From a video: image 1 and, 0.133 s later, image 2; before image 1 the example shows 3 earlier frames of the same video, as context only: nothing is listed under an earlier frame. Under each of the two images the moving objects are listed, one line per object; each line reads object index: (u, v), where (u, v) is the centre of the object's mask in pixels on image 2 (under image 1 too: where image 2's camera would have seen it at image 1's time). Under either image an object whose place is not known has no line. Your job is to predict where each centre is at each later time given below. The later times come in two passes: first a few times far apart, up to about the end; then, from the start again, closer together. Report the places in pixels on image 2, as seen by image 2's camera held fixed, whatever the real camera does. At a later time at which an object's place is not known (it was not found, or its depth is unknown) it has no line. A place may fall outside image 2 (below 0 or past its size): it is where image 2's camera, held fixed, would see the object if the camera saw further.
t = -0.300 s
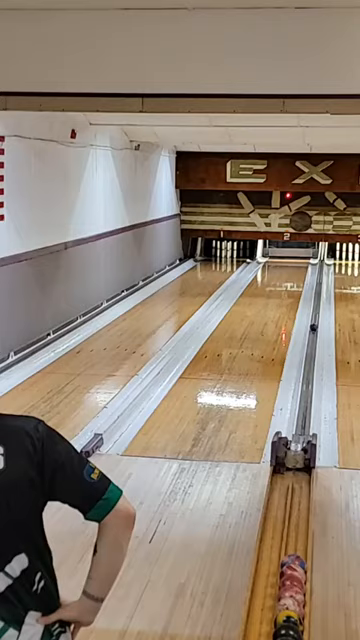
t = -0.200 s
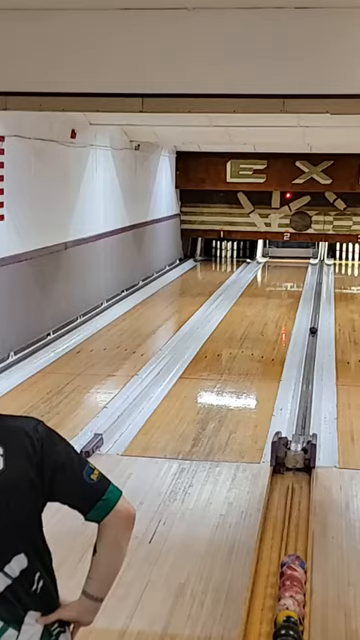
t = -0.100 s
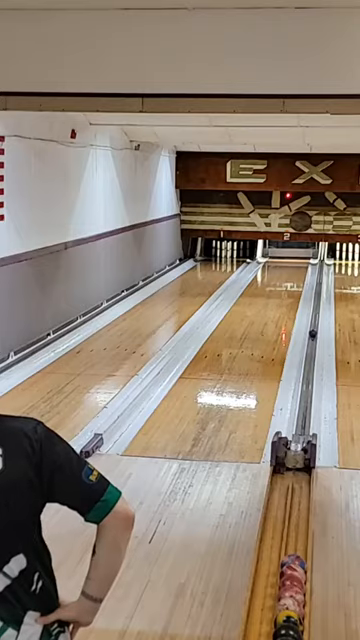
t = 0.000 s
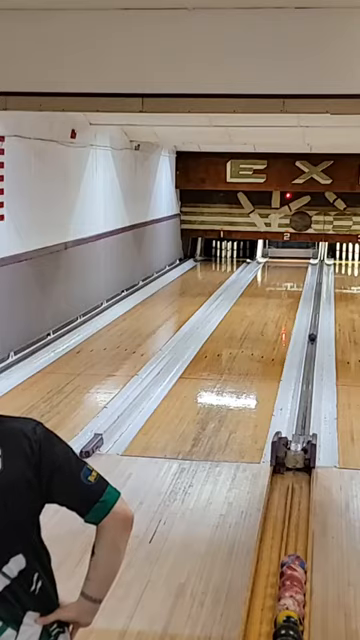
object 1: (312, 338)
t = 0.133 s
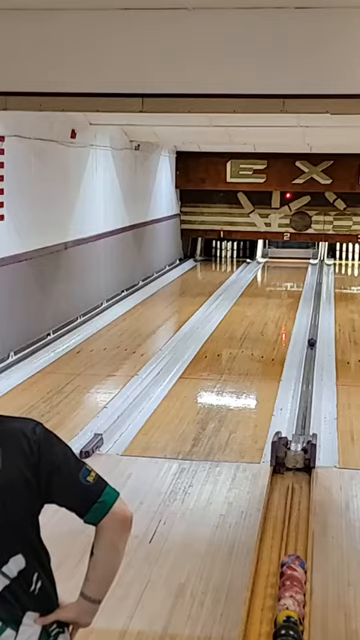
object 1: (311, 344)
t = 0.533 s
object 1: (309, 359)
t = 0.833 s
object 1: (308, 374)
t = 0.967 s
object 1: (307, 381)
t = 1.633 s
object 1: (301, 425)
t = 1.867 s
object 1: (298, 437)
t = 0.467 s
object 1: (309, 357)
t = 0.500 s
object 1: (309, 358)
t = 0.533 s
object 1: (309, 359)
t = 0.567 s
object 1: (309, 360)
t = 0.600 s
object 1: (309, 362)
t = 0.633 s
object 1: (309, 364)
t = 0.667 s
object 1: (309, 366)
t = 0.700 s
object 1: (308, 367)
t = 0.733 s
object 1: (308, 369)
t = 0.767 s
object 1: (308, 370)
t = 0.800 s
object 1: (308, 372)
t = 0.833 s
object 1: (308, 374)
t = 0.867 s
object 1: (307, 375)
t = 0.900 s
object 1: (307, 377)
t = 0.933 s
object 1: (307, 379)
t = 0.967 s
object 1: (307, 381)
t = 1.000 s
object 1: (307, 382)
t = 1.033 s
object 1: (306, 384)
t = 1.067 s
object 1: (306, 387)
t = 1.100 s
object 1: (306, 389)
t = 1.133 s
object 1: (306, 390)
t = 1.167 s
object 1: (306, 392)
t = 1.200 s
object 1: (306, 394)
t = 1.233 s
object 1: (305, 396)
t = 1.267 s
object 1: (305, 398)
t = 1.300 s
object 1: (305, 401)
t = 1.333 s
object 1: (305, 403)
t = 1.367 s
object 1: (304, 405)
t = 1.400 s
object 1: (304, 408)
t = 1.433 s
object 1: (303, 410)
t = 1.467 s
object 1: (303, 413)
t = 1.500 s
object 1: (303, 415)
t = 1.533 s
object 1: (302, 418)
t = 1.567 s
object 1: (302, 420)
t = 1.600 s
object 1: (301, 422)
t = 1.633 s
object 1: (301, 425)
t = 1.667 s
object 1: (302, 427)
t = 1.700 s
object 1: (302, 430)
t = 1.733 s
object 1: (301, 432)
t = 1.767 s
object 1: (302, 434)
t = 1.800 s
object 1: (301, 437)
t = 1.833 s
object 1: (300, 438)
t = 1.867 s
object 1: (298, 437)
